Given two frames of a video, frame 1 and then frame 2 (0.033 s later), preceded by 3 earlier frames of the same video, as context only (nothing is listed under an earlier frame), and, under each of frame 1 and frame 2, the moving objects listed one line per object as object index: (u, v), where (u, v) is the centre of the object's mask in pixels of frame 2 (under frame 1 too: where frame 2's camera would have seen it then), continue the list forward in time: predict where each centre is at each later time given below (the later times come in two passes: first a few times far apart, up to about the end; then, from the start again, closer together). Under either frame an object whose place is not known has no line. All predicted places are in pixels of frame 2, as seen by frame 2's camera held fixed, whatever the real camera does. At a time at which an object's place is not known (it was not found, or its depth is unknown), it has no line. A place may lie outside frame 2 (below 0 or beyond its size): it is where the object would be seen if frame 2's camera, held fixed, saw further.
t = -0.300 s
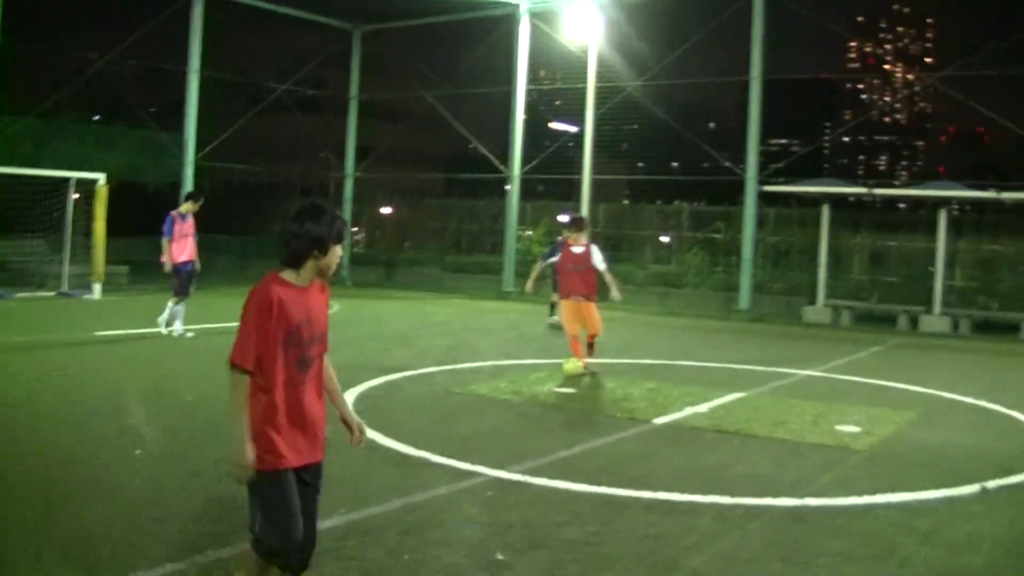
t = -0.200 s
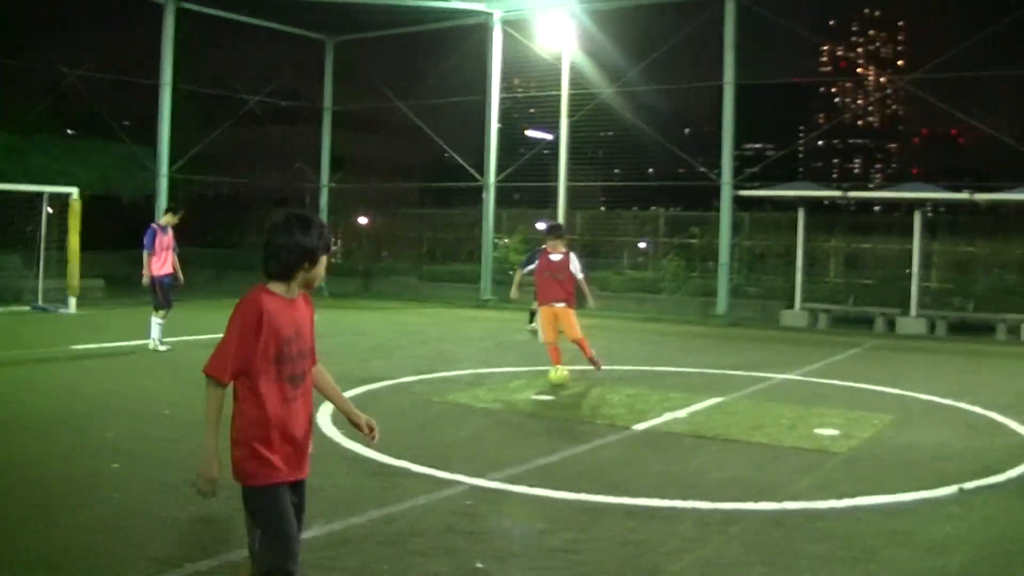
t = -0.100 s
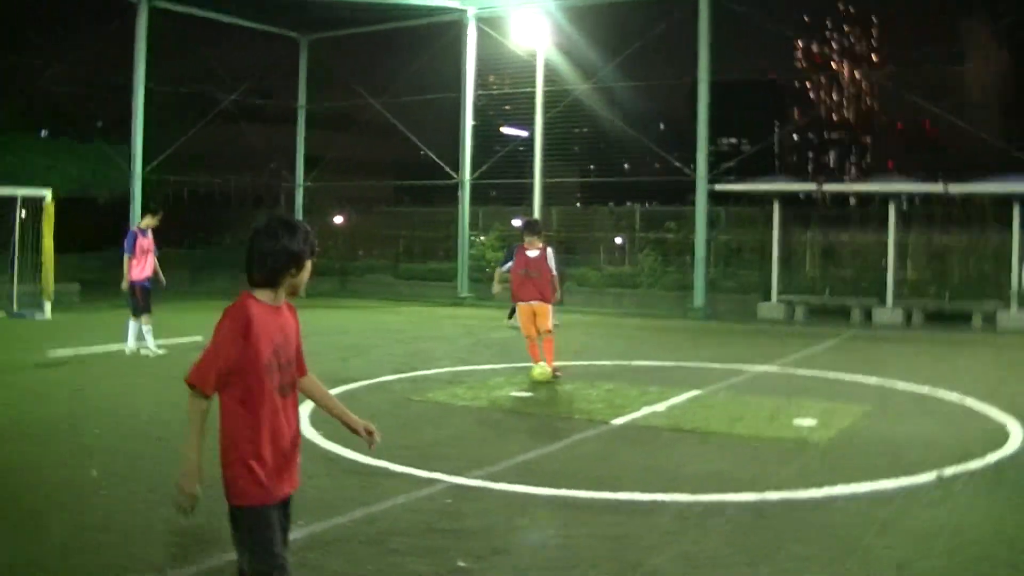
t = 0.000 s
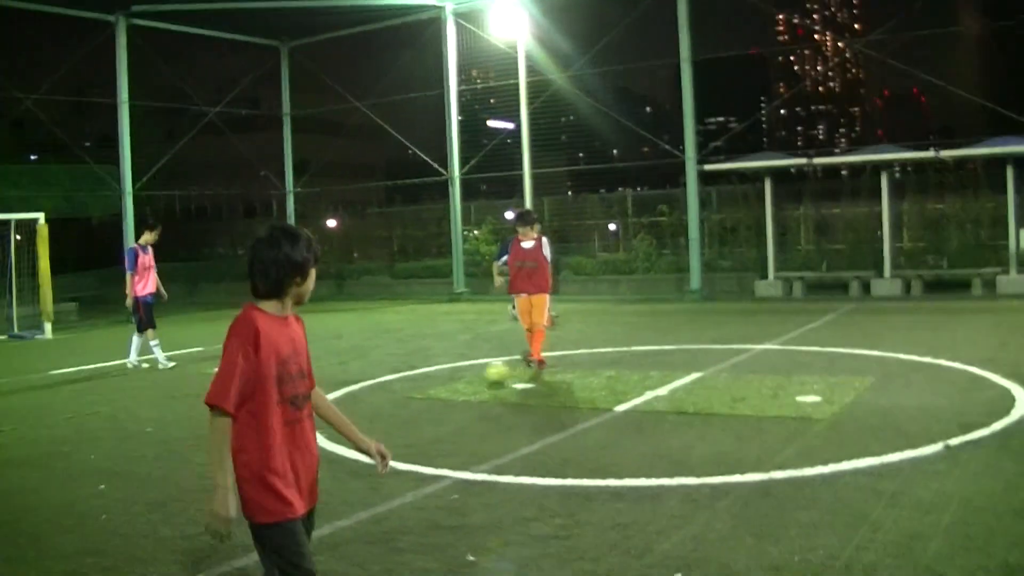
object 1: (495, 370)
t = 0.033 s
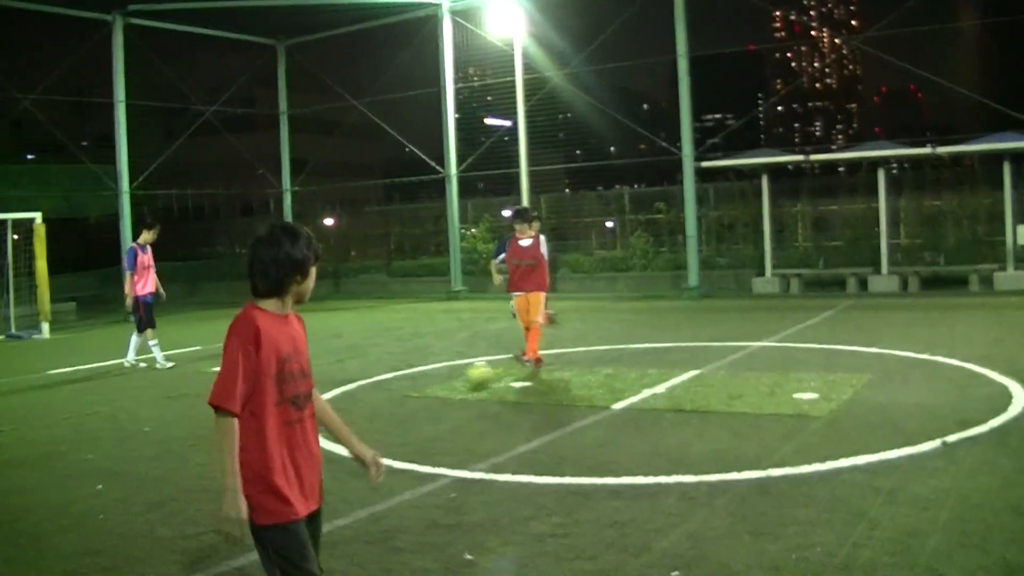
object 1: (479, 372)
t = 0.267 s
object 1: (373, 397)
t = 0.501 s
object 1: (276, 418)
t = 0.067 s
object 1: (465, 375)
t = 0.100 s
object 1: (447, 380)
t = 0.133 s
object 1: (432, 385)
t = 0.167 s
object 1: (417, 387)
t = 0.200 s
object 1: (403, 389)
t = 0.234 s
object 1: (388, 393)
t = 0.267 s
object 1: (373, 397)
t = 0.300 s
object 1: (363, 399)
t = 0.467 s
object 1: (290, 413)
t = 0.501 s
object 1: (276, 418)
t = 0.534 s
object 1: (262, 420)
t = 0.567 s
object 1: (247, 423)
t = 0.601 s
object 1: (232, 427)
